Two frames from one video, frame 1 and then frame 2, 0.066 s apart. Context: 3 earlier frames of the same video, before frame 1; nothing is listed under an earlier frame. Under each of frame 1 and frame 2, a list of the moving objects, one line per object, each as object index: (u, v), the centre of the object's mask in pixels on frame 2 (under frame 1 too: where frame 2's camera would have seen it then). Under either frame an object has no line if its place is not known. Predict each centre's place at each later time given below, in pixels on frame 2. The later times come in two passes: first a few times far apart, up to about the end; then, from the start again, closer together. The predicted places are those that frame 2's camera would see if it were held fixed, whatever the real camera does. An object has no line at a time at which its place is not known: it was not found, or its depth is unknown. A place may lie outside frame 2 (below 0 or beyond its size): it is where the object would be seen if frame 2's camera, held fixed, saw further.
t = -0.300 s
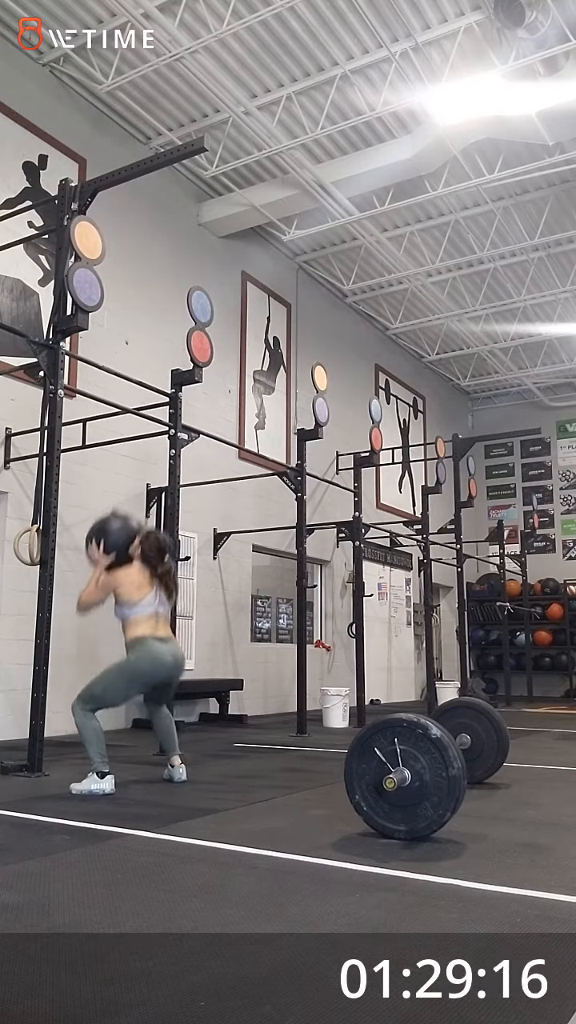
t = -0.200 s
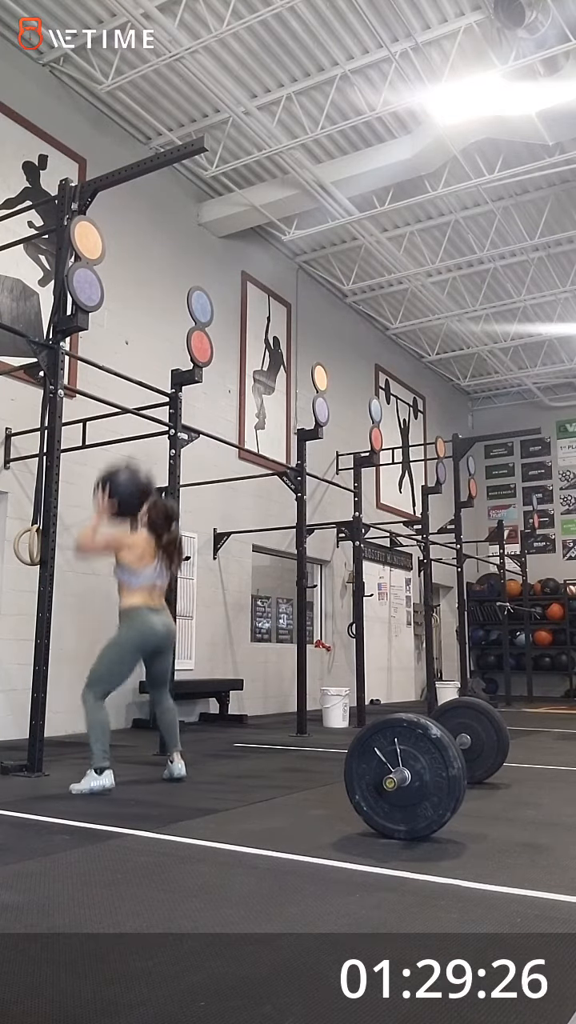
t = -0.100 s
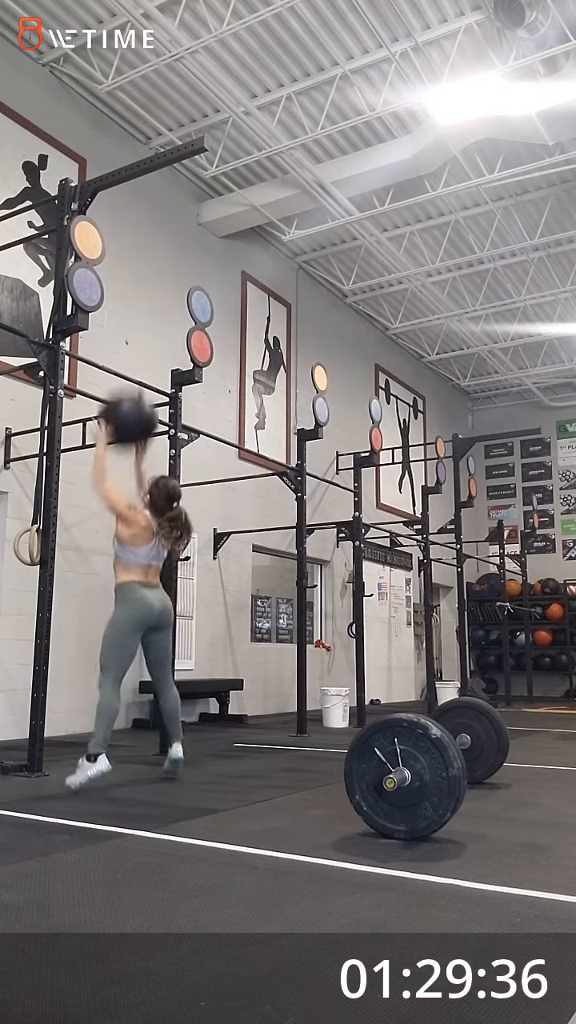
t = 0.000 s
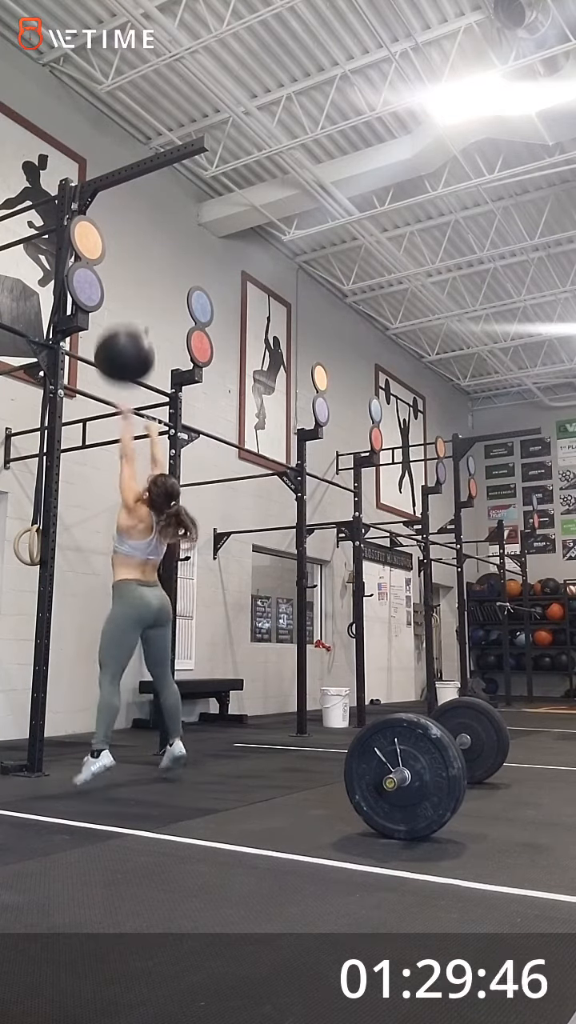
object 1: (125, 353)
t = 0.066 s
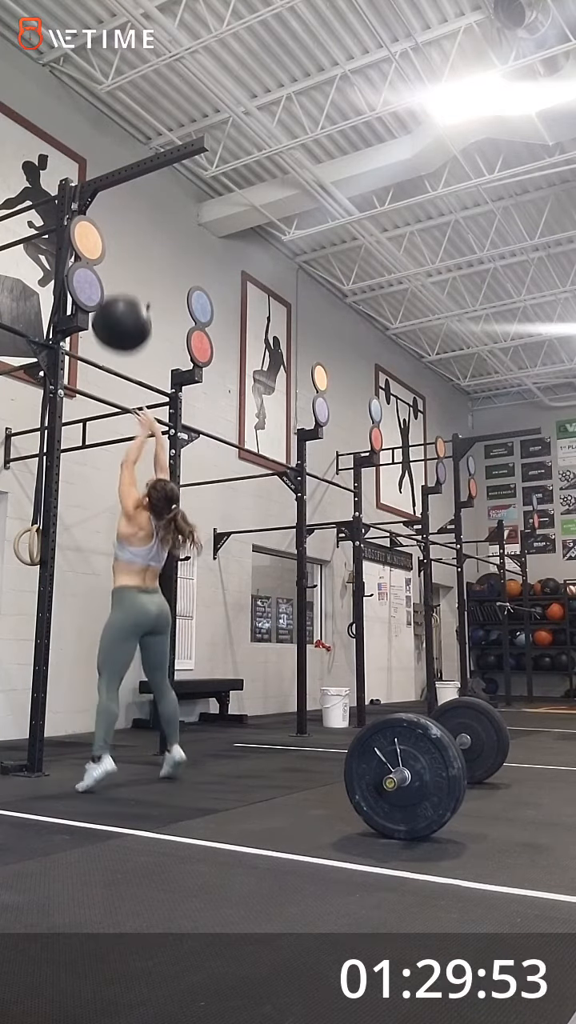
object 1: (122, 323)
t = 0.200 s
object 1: (116, 282)
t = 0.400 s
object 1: (124, 275)
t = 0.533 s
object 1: (130, 304)
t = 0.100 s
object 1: (121, 310)
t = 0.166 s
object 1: (118, 289)
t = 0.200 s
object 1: (116, 282)
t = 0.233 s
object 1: (116, 276)
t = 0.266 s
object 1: (117, 273)
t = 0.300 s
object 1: (119, 271)
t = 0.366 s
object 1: (122, 272)
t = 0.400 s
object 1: (124, 275)
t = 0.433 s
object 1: (125, 280)
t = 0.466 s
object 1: (127, 286)
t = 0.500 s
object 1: (128, 294)
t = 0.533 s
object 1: (130, 304)
